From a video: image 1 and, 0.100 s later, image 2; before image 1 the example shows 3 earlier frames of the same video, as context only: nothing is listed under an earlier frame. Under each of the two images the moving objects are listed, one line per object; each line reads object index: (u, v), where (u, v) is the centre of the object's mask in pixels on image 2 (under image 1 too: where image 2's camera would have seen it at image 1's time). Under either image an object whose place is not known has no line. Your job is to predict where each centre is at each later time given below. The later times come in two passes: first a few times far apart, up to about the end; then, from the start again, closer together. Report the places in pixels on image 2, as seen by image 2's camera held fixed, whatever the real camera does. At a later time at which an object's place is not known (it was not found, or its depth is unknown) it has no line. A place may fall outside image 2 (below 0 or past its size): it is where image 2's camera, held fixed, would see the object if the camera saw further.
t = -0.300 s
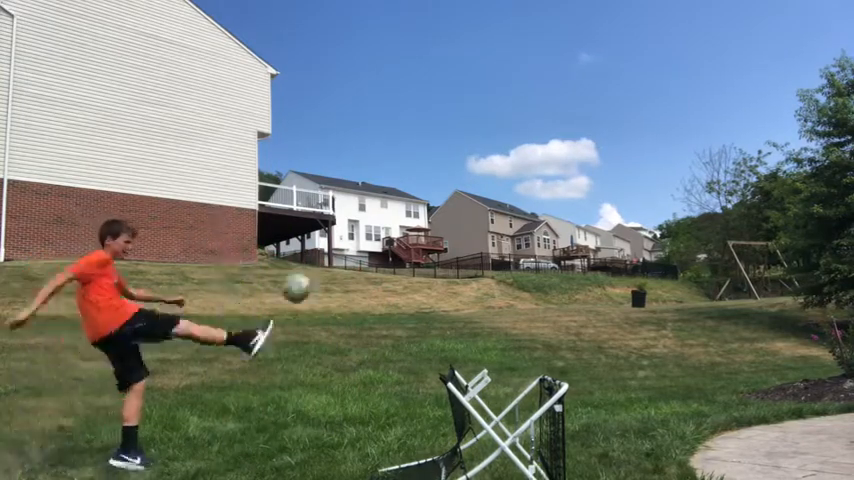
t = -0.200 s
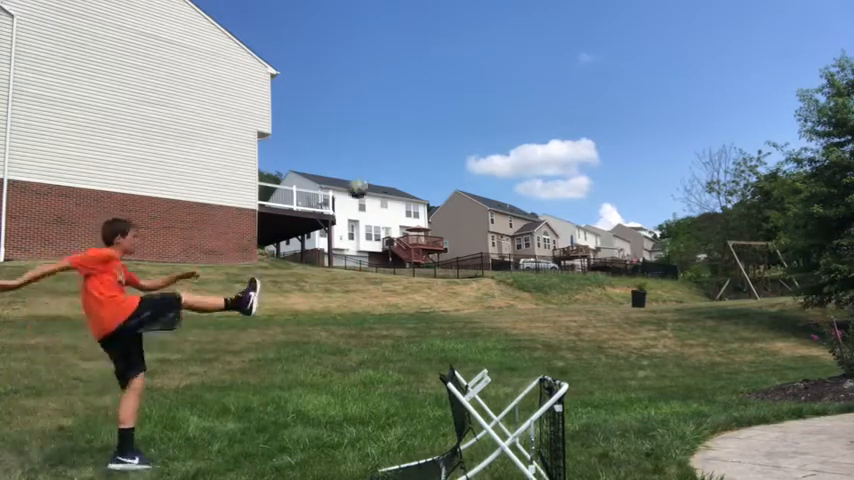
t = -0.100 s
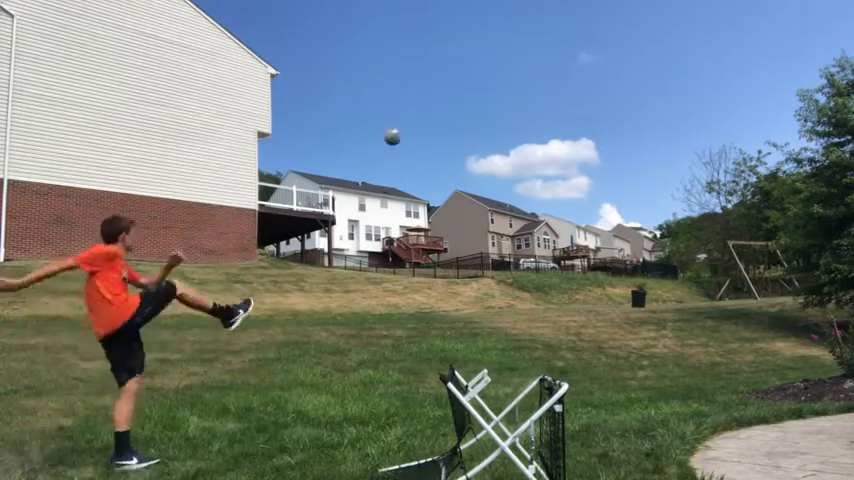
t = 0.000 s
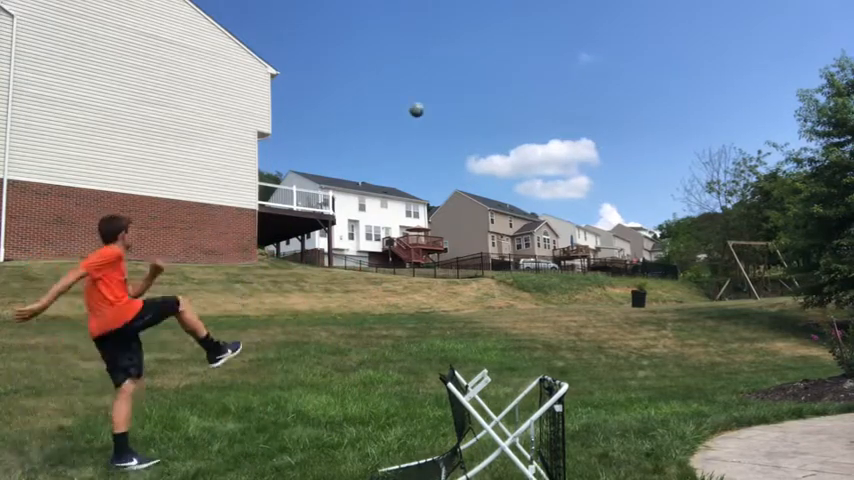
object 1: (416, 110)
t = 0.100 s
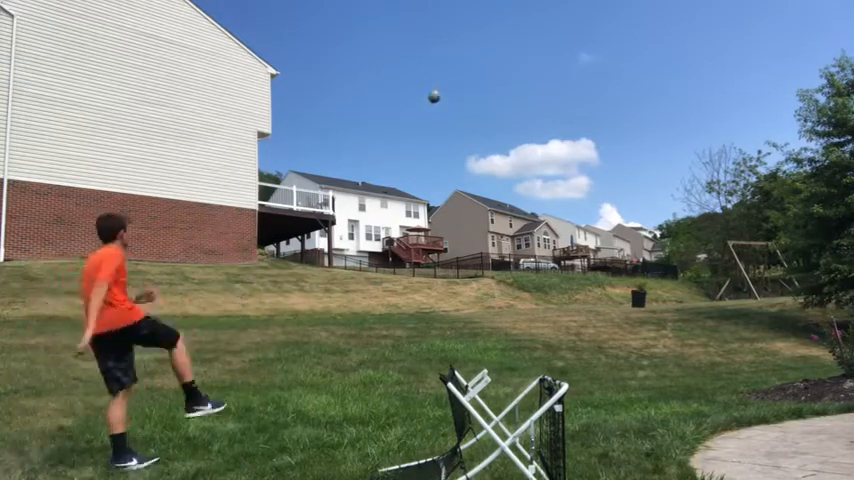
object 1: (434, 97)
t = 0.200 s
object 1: (447, 91)
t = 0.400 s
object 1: (465, 97)
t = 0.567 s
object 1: (474, 109)
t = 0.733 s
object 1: (481, 130)
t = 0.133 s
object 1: (439, 94)
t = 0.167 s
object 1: (444, 92)
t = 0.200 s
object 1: (447, 91)
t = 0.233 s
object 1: (451, 91)
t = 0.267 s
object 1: (454, 91)
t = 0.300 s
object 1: (457, 92)
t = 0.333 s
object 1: (460, 93)
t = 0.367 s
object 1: (463, 94)
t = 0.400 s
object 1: (465, 97)
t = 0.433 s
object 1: (467, 98)
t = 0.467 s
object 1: (469, 100)
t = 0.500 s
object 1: (471, 104)
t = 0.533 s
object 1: (472, 107)
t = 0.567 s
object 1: (474, 109)
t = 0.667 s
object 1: (479, 121)
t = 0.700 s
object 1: (480, 125)
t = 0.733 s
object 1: (481, 130)
